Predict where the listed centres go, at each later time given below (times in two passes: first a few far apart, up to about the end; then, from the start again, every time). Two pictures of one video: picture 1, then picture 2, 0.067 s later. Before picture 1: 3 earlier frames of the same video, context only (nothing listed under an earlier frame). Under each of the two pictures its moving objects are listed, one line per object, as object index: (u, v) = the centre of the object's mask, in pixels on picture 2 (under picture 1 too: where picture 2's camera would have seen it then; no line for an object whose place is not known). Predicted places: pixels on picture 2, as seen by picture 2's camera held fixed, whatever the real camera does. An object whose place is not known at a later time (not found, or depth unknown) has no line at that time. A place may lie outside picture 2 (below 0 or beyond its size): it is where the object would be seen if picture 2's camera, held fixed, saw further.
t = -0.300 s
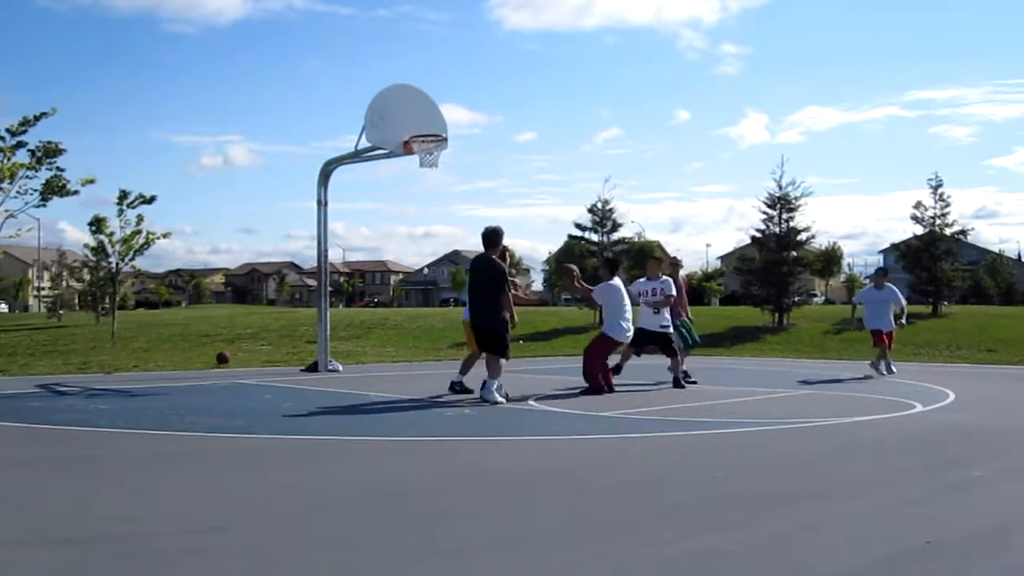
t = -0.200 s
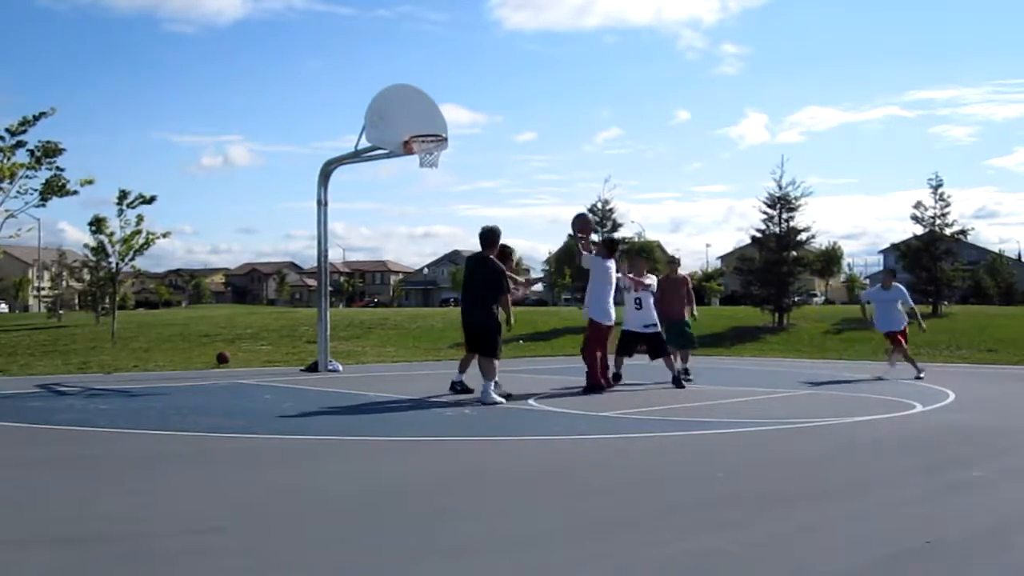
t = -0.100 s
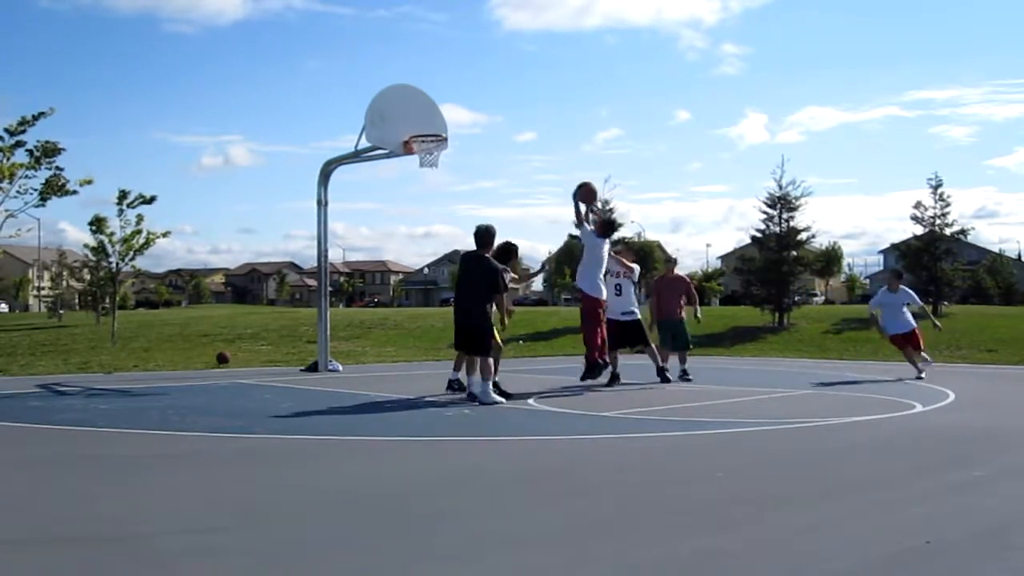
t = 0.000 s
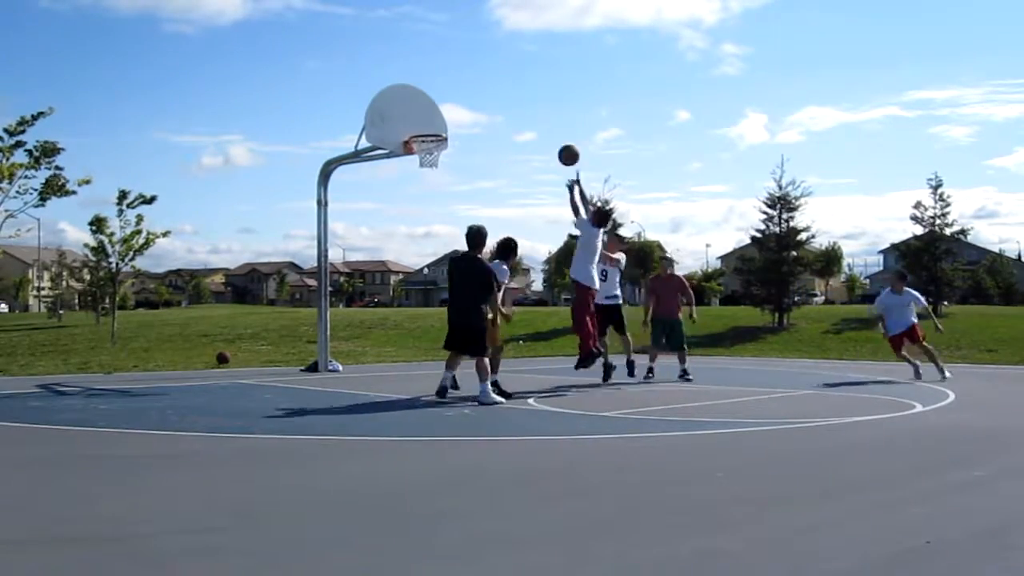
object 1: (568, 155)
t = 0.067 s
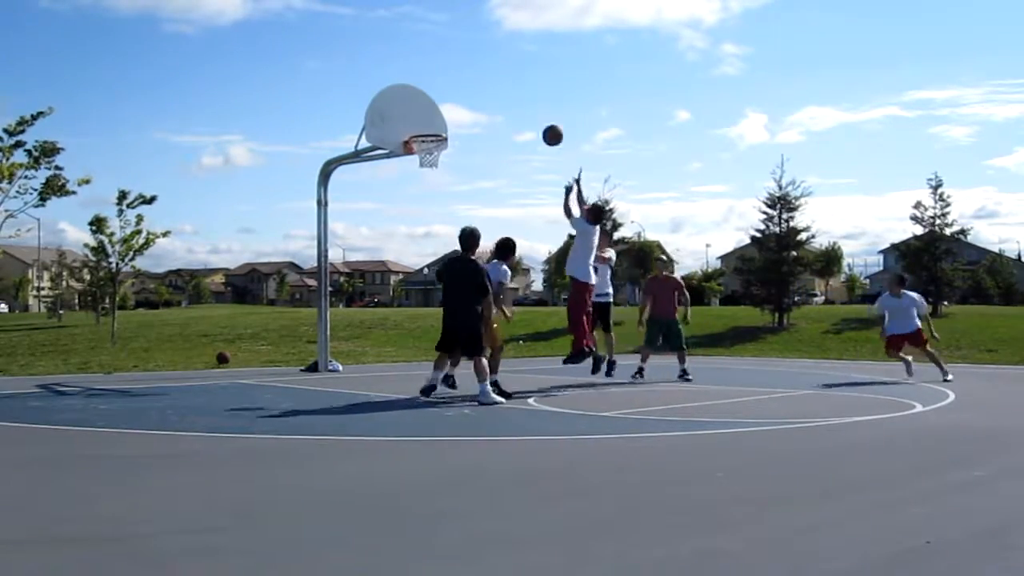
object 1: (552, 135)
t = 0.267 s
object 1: (508, 102)
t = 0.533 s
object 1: (454, 111)
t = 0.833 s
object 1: (428, 174)
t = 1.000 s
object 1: (432, 223)
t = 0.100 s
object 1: (545, 127)
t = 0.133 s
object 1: (537, 120)
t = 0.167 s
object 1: (530, 114)
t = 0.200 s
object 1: (522, 109)
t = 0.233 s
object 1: (515, 105)
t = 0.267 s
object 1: (508, 102)
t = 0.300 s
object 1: (501, 100)
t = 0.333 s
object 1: (494, 99)
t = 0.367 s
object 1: (487, 99)
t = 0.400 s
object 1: (480, 99)
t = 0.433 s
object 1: (473, 101)
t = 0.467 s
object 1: (467, 104)
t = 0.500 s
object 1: (461, 107)
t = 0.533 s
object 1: (454, 111)
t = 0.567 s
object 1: (448, 116)
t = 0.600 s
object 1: (442, 122)
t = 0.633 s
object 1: (436, 128)
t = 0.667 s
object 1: (429, 135)
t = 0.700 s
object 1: (426, 144)
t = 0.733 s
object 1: (426, 151)
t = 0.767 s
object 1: (426, 159)
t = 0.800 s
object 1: (426, 166)
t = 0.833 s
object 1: (428, 174)
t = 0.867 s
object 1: (429, 181)
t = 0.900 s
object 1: (429, 190)
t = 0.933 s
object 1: (431, 200)
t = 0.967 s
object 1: (432, 211)
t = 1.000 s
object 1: (432, 223)
